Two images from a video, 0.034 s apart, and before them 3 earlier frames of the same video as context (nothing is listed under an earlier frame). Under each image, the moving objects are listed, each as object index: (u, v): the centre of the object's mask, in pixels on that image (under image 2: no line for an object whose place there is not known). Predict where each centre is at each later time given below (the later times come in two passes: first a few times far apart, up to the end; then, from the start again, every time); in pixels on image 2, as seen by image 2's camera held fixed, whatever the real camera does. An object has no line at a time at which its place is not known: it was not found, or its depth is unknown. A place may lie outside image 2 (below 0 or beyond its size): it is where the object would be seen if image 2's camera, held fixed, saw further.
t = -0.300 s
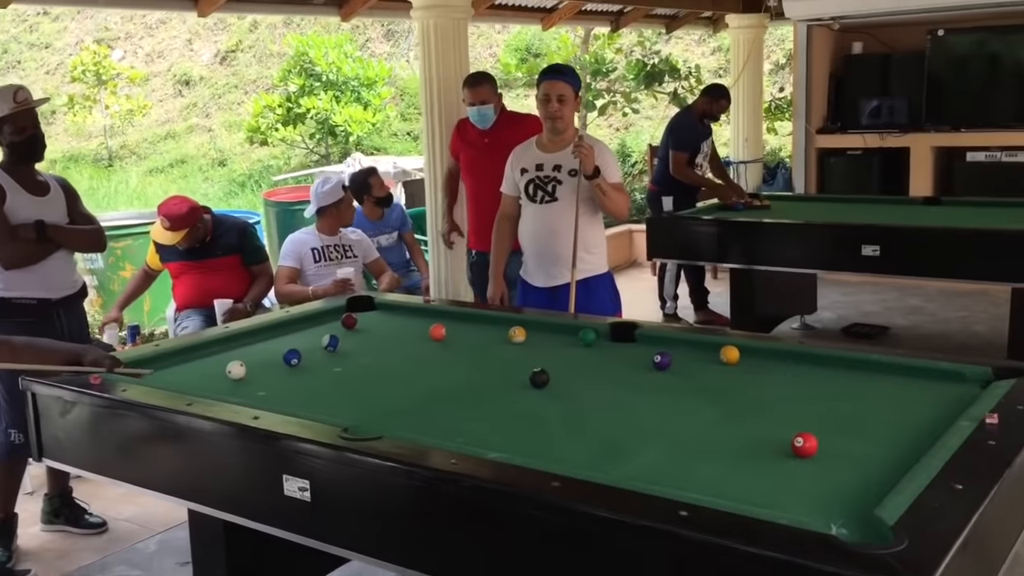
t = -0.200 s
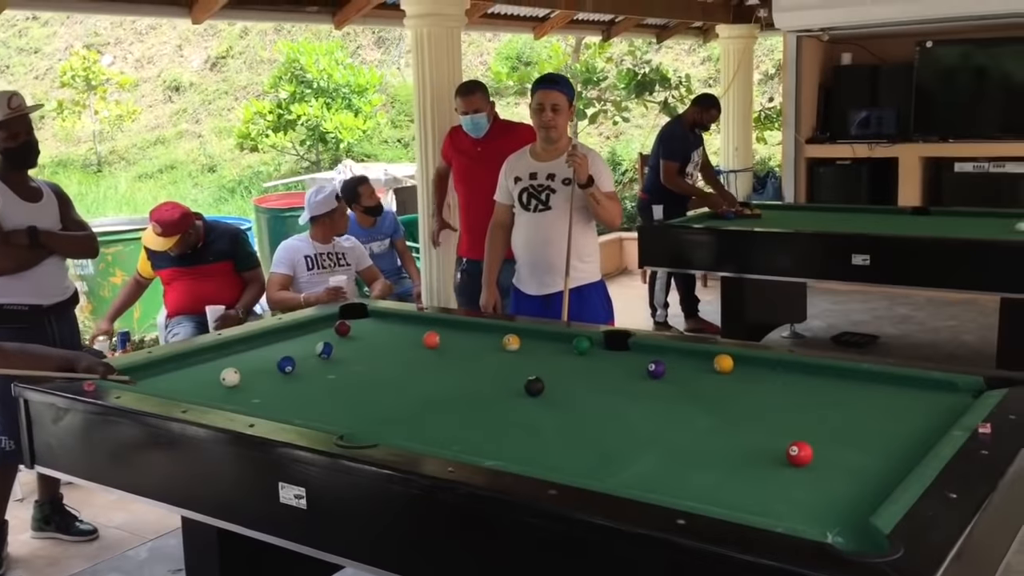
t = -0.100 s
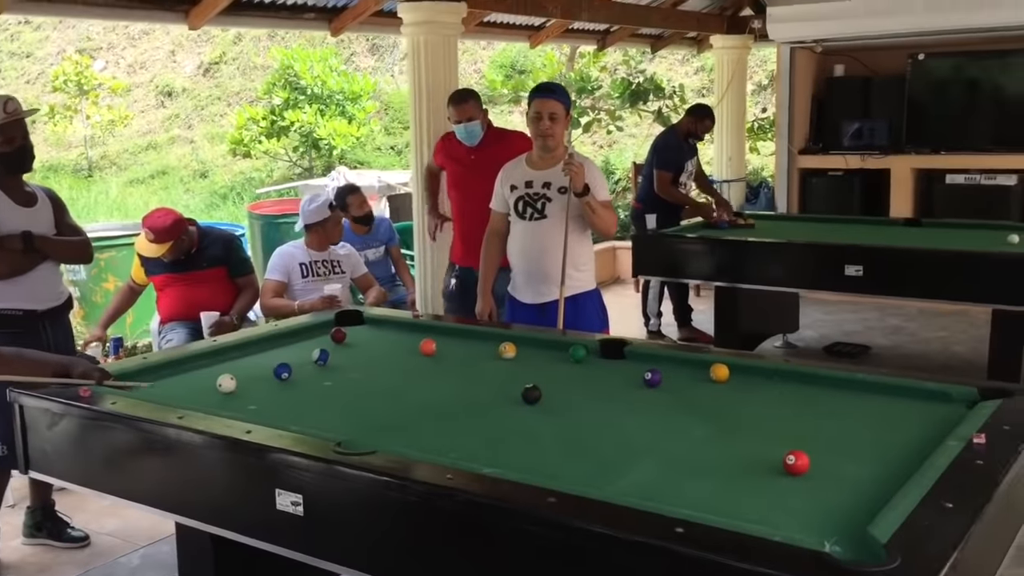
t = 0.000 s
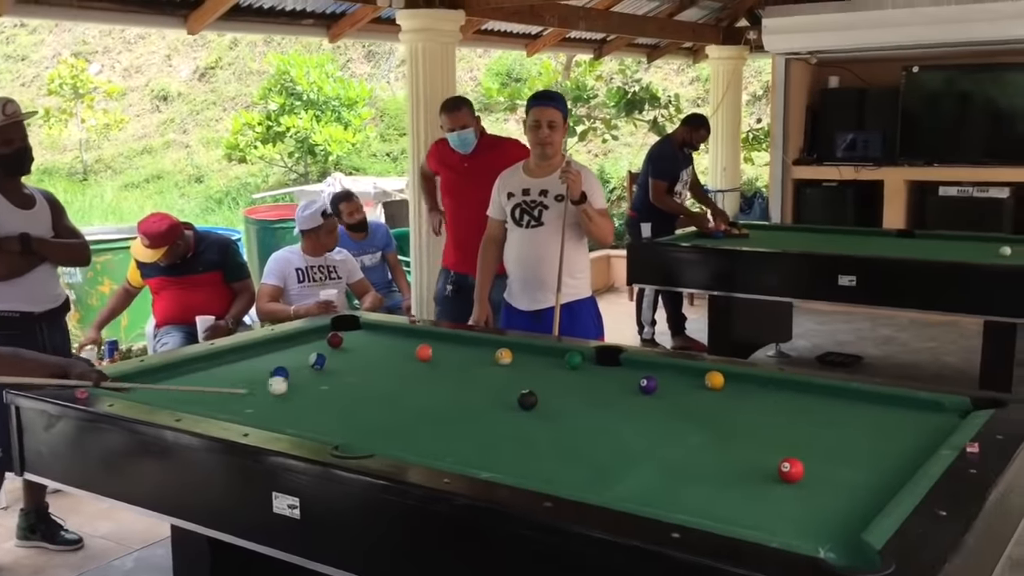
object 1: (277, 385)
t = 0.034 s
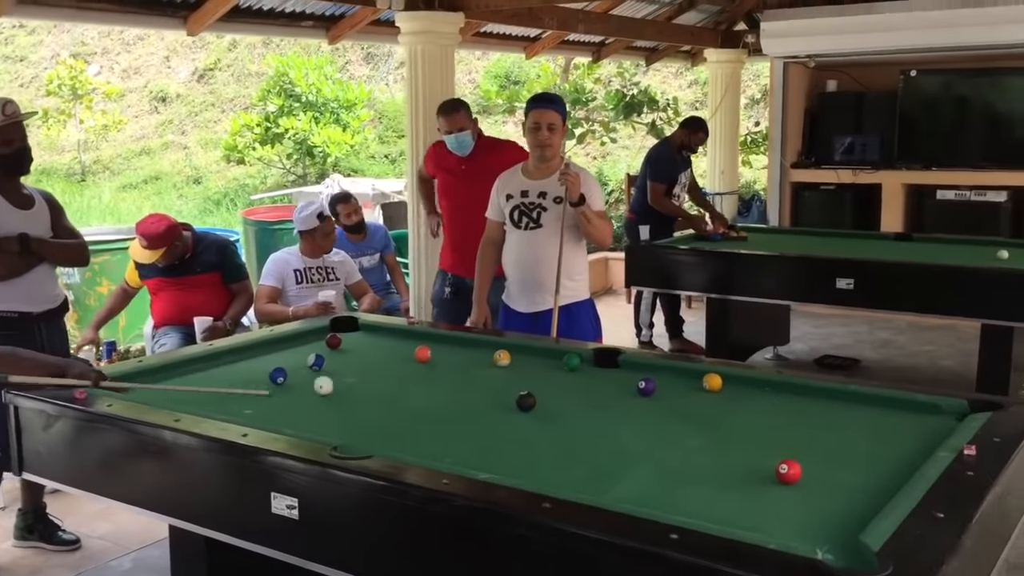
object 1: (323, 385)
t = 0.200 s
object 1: (543, 382)
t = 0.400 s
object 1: (702, 375)
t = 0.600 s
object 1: (665, 382)
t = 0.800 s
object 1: (652, 383)
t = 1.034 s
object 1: (640, 383)
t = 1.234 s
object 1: (632, 384)
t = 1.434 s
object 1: (625, 384)
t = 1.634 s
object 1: (620, 384)
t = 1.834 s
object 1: (616, 384)
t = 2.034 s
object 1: (612, 384)
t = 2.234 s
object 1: (610, 384)
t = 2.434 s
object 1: (609, 384)
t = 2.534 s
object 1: (609, 384)
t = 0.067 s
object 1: (370, 384)
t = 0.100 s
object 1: (415, 384)
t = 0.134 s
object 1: (459, 383)
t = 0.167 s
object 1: (502, 382)
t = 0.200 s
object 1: (543, 382)
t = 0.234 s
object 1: (583, 381)
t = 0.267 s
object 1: (622, 381)
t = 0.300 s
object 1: (661, 380)
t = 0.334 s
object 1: (694, 380)
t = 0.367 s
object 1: (700, 377)
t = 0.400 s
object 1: (702, 375)
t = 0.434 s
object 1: (695, 376)
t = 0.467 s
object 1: (689, 378)
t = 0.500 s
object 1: (683, 379)
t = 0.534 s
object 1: (677, 379)
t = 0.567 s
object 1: (671, 381)
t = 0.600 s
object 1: (665, 382)
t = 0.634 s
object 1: (660, 382)
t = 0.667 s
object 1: (659, 383)
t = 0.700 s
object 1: (657, 382)
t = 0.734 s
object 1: (655, 383)
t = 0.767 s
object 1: (653, 383)
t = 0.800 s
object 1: (652, 383)
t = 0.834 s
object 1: (650, 383)
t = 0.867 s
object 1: (648, 383)
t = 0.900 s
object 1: (646, 383)
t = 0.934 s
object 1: (645, 383)
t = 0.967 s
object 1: (644, 383)
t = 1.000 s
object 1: (642, 383)
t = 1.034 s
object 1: (640, 383)
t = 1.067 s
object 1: (639, 383)
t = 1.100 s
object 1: (638, 383)
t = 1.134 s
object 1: (637, 383)
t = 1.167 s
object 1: (635, 384)
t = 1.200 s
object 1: (634, 384)
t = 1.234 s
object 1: (632, 384)
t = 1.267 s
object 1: (631, 384)
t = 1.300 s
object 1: (630, 384)
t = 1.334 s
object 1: (629, 384)
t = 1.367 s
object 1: (628, 384)
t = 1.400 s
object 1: (627, 384)
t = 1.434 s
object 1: (625, 384)
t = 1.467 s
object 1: (624, 384)
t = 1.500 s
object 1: (623, 384)
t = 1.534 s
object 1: (623, 384)
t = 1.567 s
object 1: (622, 384)
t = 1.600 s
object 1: (621, 384)
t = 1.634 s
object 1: (620, 384)
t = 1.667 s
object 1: (619, 384)
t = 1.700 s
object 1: (618, 384)
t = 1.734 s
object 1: (618, 384)
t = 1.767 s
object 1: (617, 384)
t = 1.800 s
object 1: (616, 384)
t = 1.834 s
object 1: (616, 384)
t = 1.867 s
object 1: (615, 384)
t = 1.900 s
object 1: (614, 384)
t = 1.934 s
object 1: (614, 384)
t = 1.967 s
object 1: (613, 384)
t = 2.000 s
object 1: (613, 384)
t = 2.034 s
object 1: (612, 384)
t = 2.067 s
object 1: (612, 384)
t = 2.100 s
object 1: (611, 384)
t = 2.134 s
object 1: (611, 384)
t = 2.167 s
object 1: (610, 384)
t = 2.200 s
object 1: (610, 384)
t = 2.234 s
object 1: (610, 384)
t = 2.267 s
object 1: (610, 384)
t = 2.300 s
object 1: (609, 384)
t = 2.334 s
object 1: (609, 384)
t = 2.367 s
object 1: (609, 384)
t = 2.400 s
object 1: (609, 384)
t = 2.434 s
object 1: (609, 384)
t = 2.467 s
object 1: (609, 384)
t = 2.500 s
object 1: (609, 384)
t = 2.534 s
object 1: (609, 384)
